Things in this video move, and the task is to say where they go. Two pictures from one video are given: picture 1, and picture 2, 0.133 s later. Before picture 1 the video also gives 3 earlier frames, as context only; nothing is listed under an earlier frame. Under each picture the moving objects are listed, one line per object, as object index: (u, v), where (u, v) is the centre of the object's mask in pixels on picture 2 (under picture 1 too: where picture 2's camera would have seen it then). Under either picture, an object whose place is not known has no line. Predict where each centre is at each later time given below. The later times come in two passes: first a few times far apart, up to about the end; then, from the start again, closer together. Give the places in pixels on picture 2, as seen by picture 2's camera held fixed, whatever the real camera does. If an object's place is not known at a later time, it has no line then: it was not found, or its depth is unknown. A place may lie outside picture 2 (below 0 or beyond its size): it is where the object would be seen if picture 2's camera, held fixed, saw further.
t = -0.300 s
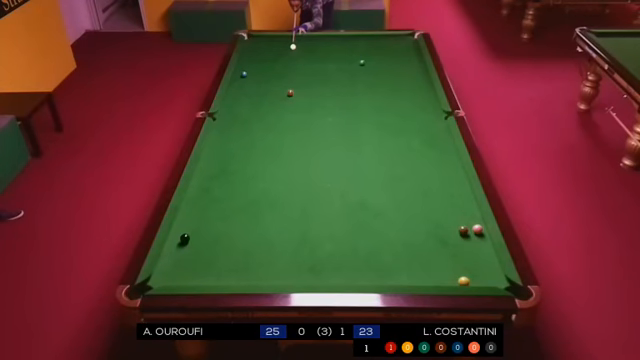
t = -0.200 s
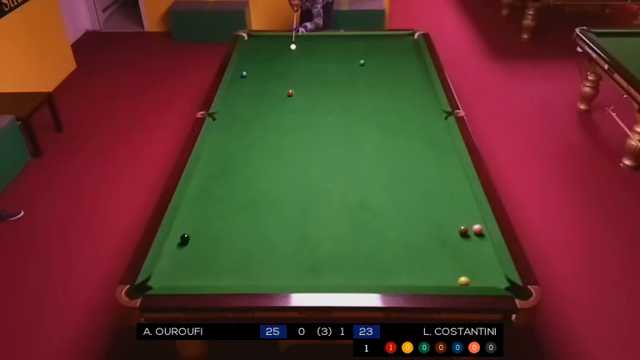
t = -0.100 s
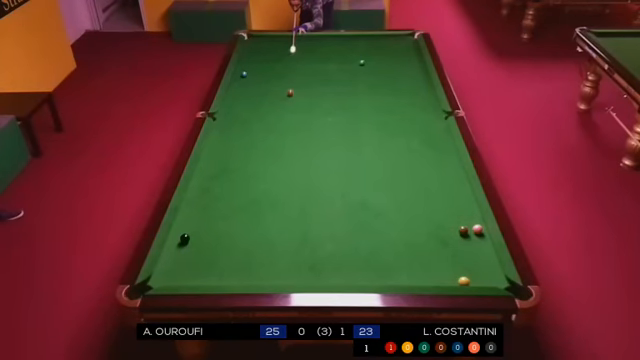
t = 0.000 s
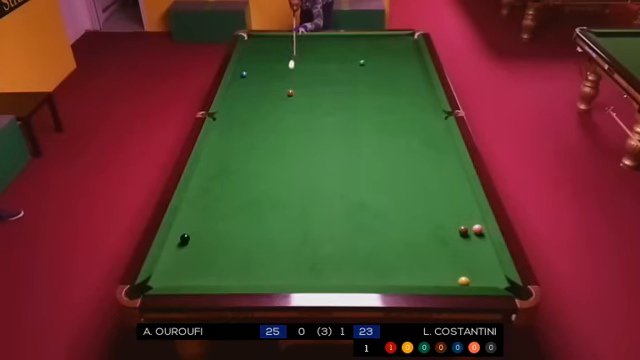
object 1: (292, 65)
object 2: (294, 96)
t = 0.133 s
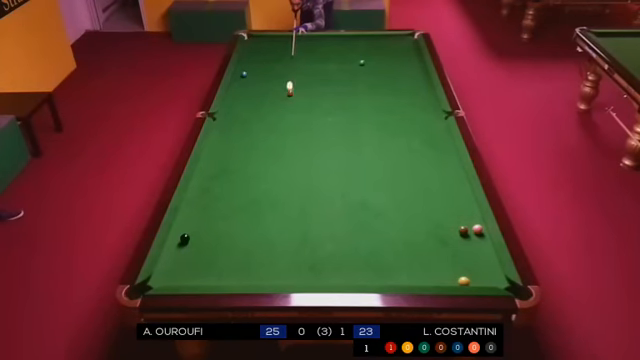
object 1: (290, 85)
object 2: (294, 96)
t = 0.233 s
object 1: (283, 91)
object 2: (295, 105)
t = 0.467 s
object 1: (268, 100)
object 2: (309, 142)
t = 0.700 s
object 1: (252, 113)
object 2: (323, 180)
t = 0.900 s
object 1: (238, 125)
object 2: (338, 220)
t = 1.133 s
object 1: (220, 140)
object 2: (361, 277)
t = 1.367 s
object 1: (204, 155)
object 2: (372, 241)
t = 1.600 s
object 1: (206, 169)
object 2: (380, 206)
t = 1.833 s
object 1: (209, 183)
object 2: (387, 177)
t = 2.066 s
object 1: (211, 198)
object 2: (394, 153)
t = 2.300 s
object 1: (213, 214)
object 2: (399, 132)
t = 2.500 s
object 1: (216, 228)
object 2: (403, 117)
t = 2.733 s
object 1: (218, 245)
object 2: (407, 100)
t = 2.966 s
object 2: (411, 86)
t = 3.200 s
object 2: (415, 73)
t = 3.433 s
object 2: (418, 62)
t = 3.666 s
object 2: (418, 52)
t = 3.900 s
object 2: (411, 43)
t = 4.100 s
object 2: (407, 37)
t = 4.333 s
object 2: (404, 38)
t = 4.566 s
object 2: (404, 43)
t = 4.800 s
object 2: (403, 49)
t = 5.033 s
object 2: (403, 53)
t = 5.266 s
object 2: (402, 59)
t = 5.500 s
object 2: (402, 64)
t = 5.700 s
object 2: (402, 68)
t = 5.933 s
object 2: (401, 73)
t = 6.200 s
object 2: (400, 78)
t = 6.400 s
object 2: (400, 83)
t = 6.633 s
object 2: (399, 87)
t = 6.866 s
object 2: (399, 92)
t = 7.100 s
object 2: (398, 96)
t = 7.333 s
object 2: (398, 100)
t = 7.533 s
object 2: (398, 103)
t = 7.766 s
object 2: (398, 107)
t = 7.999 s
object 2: (397, 111)
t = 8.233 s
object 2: (397, 113)
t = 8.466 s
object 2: (396, 117)
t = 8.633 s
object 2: (396, 118)
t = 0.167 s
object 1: (288, 89)
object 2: (290, 94)
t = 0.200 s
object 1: (286, 90)
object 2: (292, 100)
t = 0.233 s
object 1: (283, 91)
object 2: (295, 105)
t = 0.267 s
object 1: (281, 92)
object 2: (296, 110)
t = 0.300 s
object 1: (279, 92)
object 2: (299, 116)
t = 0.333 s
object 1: (276, 94)
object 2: (301, 121)
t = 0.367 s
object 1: (274, 95)
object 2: (303, 126)
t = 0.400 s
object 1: (272, 96)
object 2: (305, 132)
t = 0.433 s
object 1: (270, 98)
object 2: (307, 137)
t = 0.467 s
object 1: (268, 100)
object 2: (309, 142)
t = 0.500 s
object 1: (265, 101)
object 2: (311, 147)
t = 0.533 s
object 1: (263, 103)
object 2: (313, 152)
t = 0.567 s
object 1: (261, 105)
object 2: (315, 158)
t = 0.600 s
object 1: (259, 107)
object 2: (317, 163)
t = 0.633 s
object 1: (256, 109)
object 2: (319, 169)
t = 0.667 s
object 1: (254, 111)
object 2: (321, 175)
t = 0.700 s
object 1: (252, 113)
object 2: (323, 180)
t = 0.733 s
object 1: (250, 115)
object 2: (326, 186)
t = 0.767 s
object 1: (247, 117)
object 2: (328, 193)
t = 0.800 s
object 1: (245, 119)
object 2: (331, 199)
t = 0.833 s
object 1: (243, 121)
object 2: (333, 206)
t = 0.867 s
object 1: (240, 123)
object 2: (336, 213)
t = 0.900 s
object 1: (238, 125)
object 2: (338, 220)
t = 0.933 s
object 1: (235, 127)
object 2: (341, 227)
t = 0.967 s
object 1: (233, 129)
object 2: (344, 235)
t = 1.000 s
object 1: (230, 131)
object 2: (347, 242)
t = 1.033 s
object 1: (228, 133)
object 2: (350, 251)
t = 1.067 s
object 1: (225, 135)
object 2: (354, 260)
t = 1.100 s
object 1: (223, 138)
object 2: (357, 269)
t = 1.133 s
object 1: (220, 140)
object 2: (361, 277)
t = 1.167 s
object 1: (218, 142)
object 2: (364, 279)
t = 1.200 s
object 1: (215, 144)
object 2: (365, 273)
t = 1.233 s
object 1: (212, 146)
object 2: (367, 266)
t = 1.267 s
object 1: (210, 149)
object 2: (368, 259)
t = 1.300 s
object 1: (207, 151)
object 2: (369, 252)
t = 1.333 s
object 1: (204, 153)
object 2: (370, 246)
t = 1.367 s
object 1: (204, 155)
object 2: (372, 241)
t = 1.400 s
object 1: (205, 157)
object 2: (373, 235)
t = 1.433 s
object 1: (205, 159)
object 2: (374, 230)
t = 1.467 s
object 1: (205, 161)
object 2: (375, 225)
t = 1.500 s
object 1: (206, 163)
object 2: (377, 220)
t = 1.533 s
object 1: (206, 165)
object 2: (378, 215)
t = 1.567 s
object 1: (206, 167)
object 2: (379, 211)
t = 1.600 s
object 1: (206, 169)
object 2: (380, 206)
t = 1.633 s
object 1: (207, 171)
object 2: (381, 202)
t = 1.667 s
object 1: (207, 173)
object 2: (382, 197)
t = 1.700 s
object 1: (207, 175)
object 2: (383, 193)
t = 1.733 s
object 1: (208, 177)
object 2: (384, 189)
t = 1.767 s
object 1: (208, 179)
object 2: (385, 185)
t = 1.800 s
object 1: (208, 181)
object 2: (386, 181)
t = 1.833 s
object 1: (209, 183)
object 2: (387, 177)
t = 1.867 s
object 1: (209, 186)
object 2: (388, 173)
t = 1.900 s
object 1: (209, 188)
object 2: (389, 170)
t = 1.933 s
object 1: (210, 190)
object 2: (390, 166)
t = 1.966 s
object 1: (210, 192)
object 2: (391, 163)
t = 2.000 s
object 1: (210, 194)
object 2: (392, 160)
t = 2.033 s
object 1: (211, 196)
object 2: (393, 157)
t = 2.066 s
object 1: (211, 198)
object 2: (394, 153)
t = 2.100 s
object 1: (211, 200)
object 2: (394, 150)
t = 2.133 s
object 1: (212, 203)
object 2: (395, 147)
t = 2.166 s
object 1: (212, 205)
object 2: (396, 144)
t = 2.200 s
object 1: (212, 207)
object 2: (396, 141)
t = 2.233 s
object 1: (213, 210)
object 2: (397, 138)
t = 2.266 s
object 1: (213, 211)
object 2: (398, 135)
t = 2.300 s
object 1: (213, 214)
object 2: (399, 132)
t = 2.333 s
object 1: (214, 216)
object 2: (399, 129)
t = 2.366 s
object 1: (214, 219)
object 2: (400, 127)
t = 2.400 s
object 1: (215, 221)
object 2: (401, 124)
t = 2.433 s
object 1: (215, 223)
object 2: (401, 122)
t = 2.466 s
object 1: (215, 226)
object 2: (403, 119)
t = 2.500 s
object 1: (216, 228)
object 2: (403, 117)
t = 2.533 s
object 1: (216, 230)
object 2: (404, 114)
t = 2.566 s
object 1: (216, 233)
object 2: (404, 112)
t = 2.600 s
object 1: (217, 235)
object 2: (405, 110)
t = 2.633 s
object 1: (217, 238)
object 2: (406, 107)
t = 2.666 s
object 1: (217, 240)
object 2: (406, 105)
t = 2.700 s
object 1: (218, 243)
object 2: (407, 102)
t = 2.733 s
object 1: (218, 245)
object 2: (407, 100)
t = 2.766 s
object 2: (408, 98)
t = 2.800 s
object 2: (408, 96)
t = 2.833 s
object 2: (409, 94)
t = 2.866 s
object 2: (409, 92)
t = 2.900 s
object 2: (410, 90)
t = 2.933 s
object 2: (411, 88)
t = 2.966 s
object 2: (411, 86)
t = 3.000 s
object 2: (412, 84)
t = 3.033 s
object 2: (412, 82)
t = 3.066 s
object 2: (413, 81)
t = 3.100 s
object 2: (413, 79)
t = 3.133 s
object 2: (414, 76)
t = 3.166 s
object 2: (414, 75)
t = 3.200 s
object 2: (415, 73)
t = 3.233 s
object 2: (415, 71)
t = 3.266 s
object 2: (416, 70)
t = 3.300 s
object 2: (416, 68)
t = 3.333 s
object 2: (417, 67)
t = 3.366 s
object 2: (417, 65)
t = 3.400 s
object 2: (418, 63)
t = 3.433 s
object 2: (418, 62)
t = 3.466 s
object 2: (419, 60)
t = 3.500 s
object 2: (419, 59)
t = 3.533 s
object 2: (419, 57)
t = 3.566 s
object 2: (420, 56)
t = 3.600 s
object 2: (419, 54)
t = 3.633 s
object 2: (418, 53)
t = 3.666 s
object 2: (418, 52)
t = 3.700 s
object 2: (417, 51)
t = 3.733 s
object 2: (416, 49)
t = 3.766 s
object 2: (415, 48)
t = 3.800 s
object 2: (414, 47)
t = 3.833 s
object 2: (413, 46)
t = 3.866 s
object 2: (412, 44)
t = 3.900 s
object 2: (411, 43)
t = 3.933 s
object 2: (411, 42)
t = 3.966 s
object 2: (410, 42)
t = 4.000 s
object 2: (410, 40)
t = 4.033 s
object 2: (409, 39)
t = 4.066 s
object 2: (409, 39)
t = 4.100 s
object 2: (407, 37)
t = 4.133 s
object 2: (406, 36)
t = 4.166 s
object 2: (405, 36)
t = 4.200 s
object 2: (405, 36)
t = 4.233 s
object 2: (405, 36)
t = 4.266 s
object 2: (404, 37)
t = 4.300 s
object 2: (405, 37)
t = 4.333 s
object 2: (404, 38)
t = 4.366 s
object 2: (404, 39)
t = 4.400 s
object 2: (404, 39)
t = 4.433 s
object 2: (404, 40)
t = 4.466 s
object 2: (404, 41)
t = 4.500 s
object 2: (404, 42)
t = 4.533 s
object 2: (404, 42)
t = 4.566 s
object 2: (404, 43)
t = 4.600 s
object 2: (404, 44)
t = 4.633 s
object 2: (404, 45)
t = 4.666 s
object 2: (404, 46)
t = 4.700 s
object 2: (403, 46)
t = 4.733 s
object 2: (403, 47)
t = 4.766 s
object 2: (403, 47)
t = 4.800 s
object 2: (403, 49)
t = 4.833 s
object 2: (403, 49)
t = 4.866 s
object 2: (403, 50)
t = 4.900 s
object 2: (403, 51)
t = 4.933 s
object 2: (404, 51)
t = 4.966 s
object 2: (403, 52)
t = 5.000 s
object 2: (403, 53)
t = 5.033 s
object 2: (403, 53)
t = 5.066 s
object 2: (403, 54)
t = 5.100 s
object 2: (403, 55)
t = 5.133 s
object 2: (403, 56)
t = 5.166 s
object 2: (403, 57)
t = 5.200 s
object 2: (403, 58)
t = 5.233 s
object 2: (403, 58)
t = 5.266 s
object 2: (402, 59)
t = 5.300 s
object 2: (402, 60)
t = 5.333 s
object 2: (402, 60)
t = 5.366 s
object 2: (402, 61)
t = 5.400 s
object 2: (402, 62)
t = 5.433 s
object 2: (402, 63)
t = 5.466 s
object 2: (402, 64)
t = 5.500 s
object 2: (402, 64)
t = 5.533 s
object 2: (402, 65)
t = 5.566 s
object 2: (402, 65)
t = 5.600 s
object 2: (402, 66)
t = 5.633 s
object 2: (402, 67)
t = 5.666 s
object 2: (402, 68)
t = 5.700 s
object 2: (402, 68)
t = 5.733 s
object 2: (402, 69)
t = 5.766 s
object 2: (402, 70)
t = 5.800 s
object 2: (401, 70)
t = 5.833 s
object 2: (401, 71)
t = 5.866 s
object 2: (401, 72)
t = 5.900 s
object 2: (401, 73)
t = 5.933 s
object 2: (401, 73)
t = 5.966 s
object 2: (401, 74)
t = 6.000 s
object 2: (401, 74)
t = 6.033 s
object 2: (401, 75)
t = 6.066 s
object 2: (400, 76)
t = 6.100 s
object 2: (400, 77)
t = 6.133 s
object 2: (400, 77)
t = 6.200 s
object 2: (400, 78)
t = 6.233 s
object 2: (400, 79)
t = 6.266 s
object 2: (400, 80)
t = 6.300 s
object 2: (400, 80)
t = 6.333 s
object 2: (400, 81)
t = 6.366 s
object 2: (400, 82)
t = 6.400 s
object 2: (400, 83)
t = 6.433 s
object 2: (400, 84)
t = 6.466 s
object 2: (400, 84)
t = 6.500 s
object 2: (400, 85)
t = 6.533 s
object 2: (400, 85)
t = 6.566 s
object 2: (399, 86)
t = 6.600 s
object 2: (399, 87)
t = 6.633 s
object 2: (399, 87)
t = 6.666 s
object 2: (399, 88)
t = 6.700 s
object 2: (399, 89)
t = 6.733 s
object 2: (399, 89)
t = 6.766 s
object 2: (399, 90)
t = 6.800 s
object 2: (399, 91)
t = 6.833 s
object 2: (399, 91)
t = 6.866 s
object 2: (399, 92)
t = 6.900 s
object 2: (399, 92)
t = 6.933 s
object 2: (399, 93)
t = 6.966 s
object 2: (398, 94)
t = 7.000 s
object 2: (398, 94)
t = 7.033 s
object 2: (398, 95)
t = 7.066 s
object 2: (398, 95)
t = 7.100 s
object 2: (398, 96)
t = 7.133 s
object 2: (398, 97)
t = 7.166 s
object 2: (398, 97)
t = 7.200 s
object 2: (398, 98)
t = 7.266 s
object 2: (398, 99)
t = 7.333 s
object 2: (398, 100)
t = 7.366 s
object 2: (398, 101)
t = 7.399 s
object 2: (398, 101)
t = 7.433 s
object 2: (398, 102)
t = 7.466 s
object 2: (398, 102)
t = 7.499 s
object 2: (398, 103)
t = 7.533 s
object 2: (398, 103)
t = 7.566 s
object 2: (398, 104)
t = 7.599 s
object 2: (398, 105)
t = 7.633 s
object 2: (398, 105)
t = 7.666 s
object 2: (398, 105)
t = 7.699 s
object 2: (398, 106)
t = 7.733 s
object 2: (398, 106)
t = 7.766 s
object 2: (398, 107)
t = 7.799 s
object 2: (398, 107)
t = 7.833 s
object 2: (398, 108)
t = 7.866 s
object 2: (398, 108)
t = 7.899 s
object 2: (397, 109)
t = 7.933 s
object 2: (397, 110)
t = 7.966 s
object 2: (397, 110)
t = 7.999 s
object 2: (397, 111)
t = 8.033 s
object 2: (397, 111)
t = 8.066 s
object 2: (397, 111)
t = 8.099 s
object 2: (397, 112)
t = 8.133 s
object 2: (397, 112)
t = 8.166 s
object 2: (397, 113)
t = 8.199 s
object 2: (397, 113)
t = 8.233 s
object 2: (397, 113)
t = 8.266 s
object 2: (396, 114)
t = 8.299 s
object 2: (397, 114)
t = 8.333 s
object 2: (396, 115)
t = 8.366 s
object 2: (396, 115)
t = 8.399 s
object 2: (396, 116)
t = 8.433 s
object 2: (396, 116)
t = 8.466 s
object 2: (396, 117)
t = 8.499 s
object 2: (396, 117)
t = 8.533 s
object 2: (396, 117)
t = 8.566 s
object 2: (396, 117)
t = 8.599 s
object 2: (396, 118)
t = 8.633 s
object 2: (396, 118)
